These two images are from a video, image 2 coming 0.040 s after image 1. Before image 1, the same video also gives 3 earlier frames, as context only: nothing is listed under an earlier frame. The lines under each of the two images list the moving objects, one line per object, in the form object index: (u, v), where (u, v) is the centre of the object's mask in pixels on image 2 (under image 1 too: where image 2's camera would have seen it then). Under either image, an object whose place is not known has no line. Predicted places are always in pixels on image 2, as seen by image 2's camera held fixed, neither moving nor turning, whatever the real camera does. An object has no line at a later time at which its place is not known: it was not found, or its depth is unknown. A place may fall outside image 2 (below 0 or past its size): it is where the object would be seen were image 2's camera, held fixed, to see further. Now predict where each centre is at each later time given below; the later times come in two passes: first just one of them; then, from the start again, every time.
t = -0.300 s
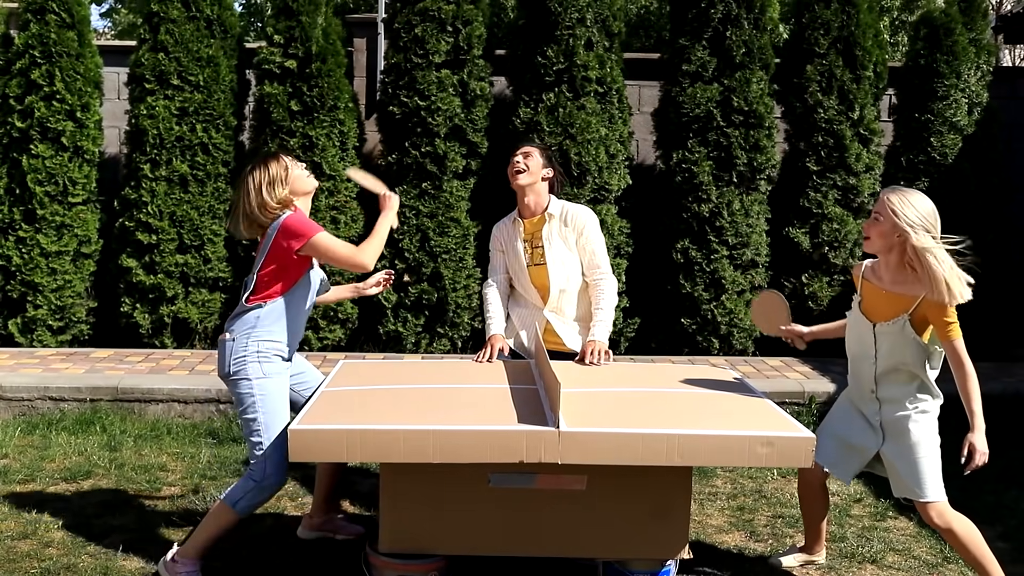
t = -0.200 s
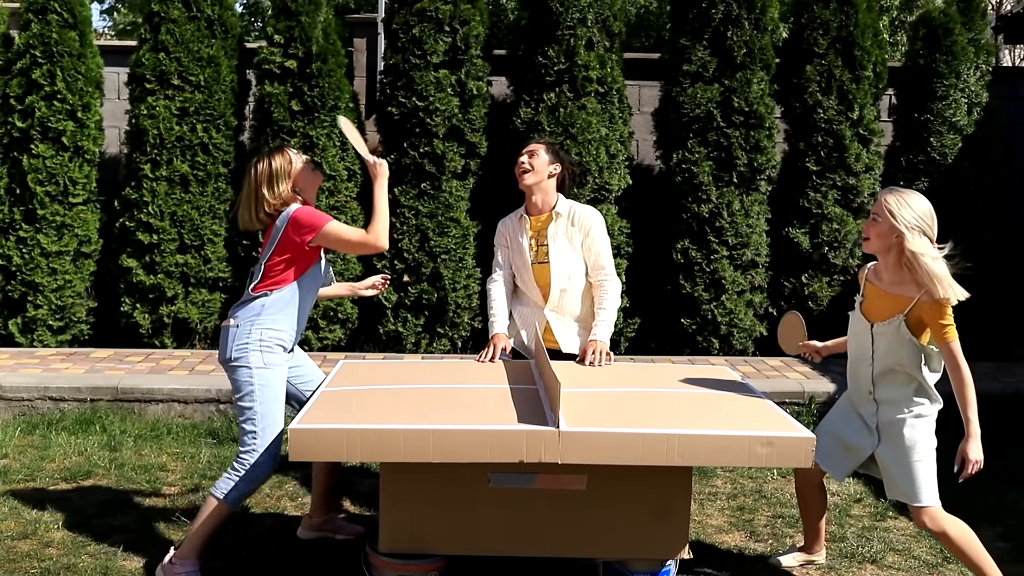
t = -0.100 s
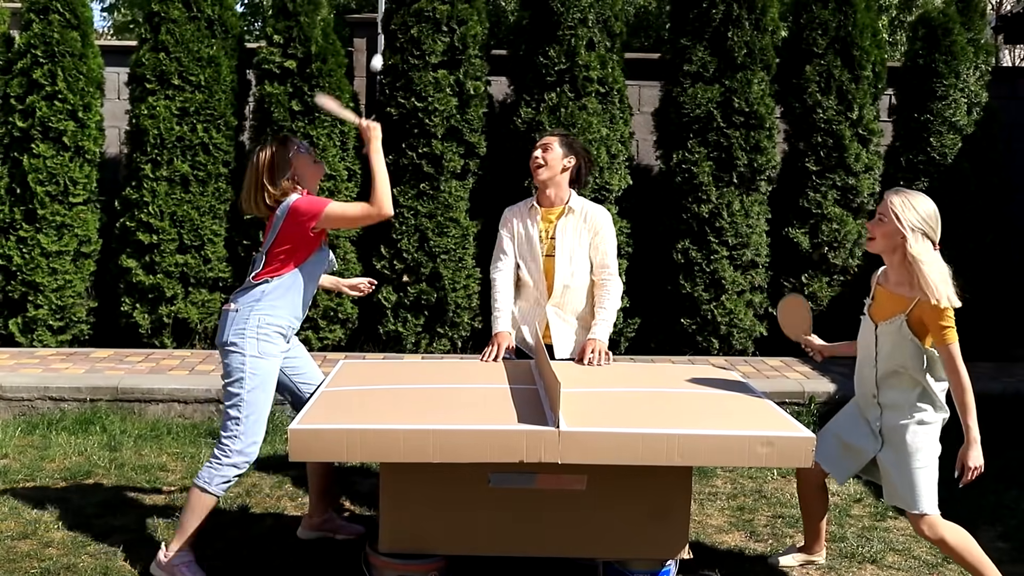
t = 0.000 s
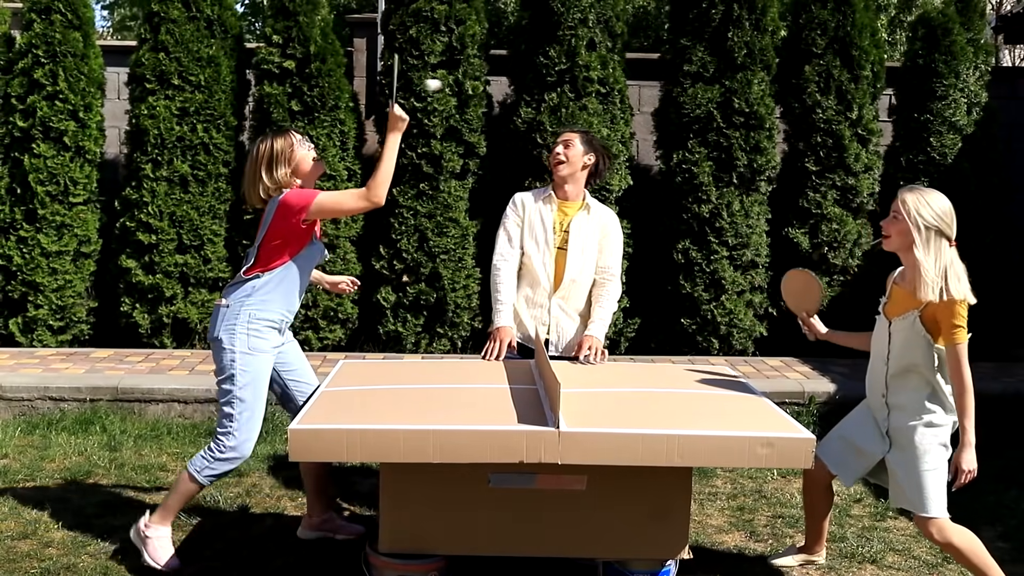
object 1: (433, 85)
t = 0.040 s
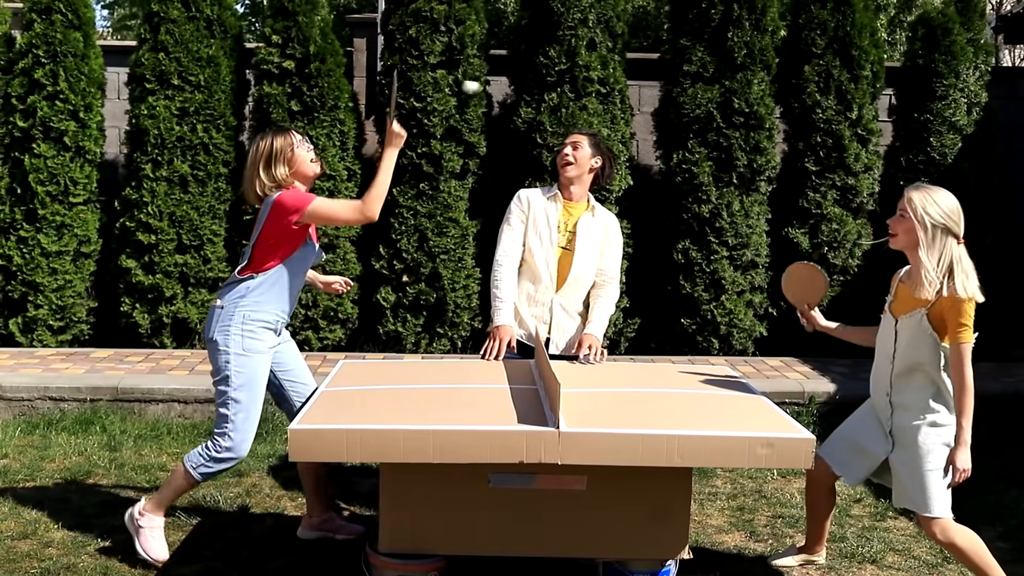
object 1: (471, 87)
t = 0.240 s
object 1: (655, 164)
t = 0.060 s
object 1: (490, 89)
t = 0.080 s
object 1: (509, 93)
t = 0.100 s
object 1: (527, 98)
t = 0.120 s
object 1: (546, 104)
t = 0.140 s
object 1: (565, 112)
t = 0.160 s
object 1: (584, 120)
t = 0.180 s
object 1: (602, 129)
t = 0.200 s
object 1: (620, 140)
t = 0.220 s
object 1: (639, 152)
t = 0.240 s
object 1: (655, 164)
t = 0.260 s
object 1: (673, 178)
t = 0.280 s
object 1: (691, 192)
